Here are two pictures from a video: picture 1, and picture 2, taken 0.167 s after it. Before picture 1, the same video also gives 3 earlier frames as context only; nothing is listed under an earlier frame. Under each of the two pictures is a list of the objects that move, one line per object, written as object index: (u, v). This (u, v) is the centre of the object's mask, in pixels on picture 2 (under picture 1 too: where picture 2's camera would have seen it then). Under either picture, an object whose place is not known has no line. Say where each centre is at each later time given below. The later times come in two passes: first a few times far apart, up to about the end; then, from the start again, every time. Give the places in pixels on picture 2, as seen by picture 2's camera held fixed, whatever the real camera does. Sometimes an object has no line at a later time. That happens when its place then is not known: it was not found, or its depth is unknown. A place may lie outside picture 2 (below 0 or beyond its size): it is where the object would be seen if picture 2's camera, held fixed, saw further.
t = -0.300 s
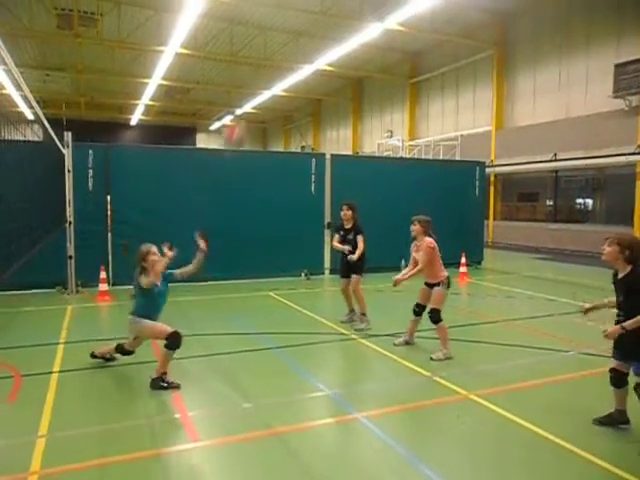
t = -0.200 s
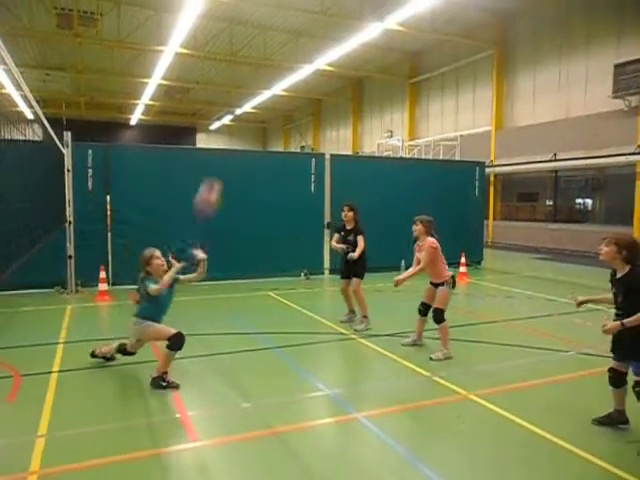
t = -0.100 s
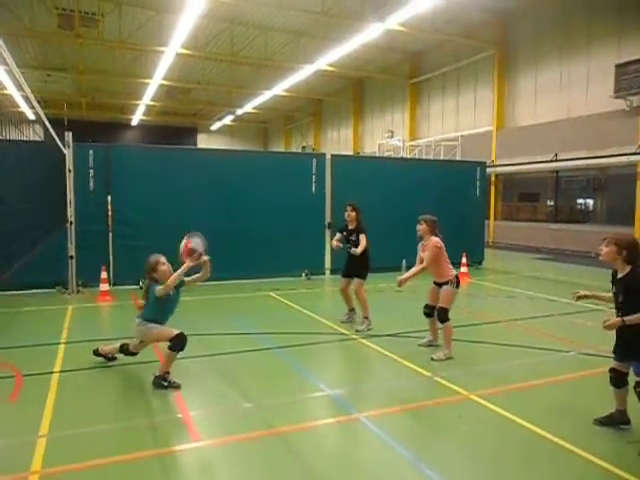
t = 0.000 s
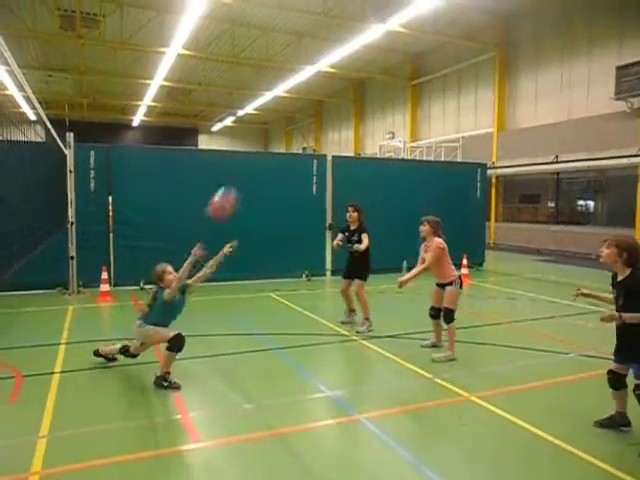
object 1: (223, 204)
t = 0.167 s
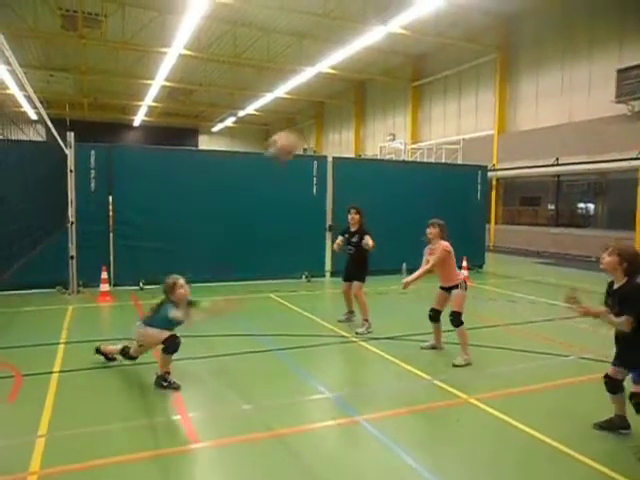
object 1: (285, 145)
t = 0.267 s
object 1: (319, 126)
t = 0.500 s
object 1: (420, 137)
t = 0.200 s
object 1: (296, 136)
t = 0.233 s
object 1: (305, 131)
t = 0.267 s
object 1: (319, 126)
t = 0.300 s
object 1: (332, 123)
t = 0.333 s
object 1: (345, 121)
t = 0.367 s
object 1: (360, 120)
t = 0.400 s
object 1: (374, 123)
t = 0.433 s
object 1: (389, 125)
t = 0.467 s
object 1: (403, 129)
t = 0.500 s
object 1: (420, 137)
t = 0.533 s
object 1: (435, 147)
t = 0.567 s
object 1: (453, 159)
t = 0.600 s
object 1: (467, 170)
